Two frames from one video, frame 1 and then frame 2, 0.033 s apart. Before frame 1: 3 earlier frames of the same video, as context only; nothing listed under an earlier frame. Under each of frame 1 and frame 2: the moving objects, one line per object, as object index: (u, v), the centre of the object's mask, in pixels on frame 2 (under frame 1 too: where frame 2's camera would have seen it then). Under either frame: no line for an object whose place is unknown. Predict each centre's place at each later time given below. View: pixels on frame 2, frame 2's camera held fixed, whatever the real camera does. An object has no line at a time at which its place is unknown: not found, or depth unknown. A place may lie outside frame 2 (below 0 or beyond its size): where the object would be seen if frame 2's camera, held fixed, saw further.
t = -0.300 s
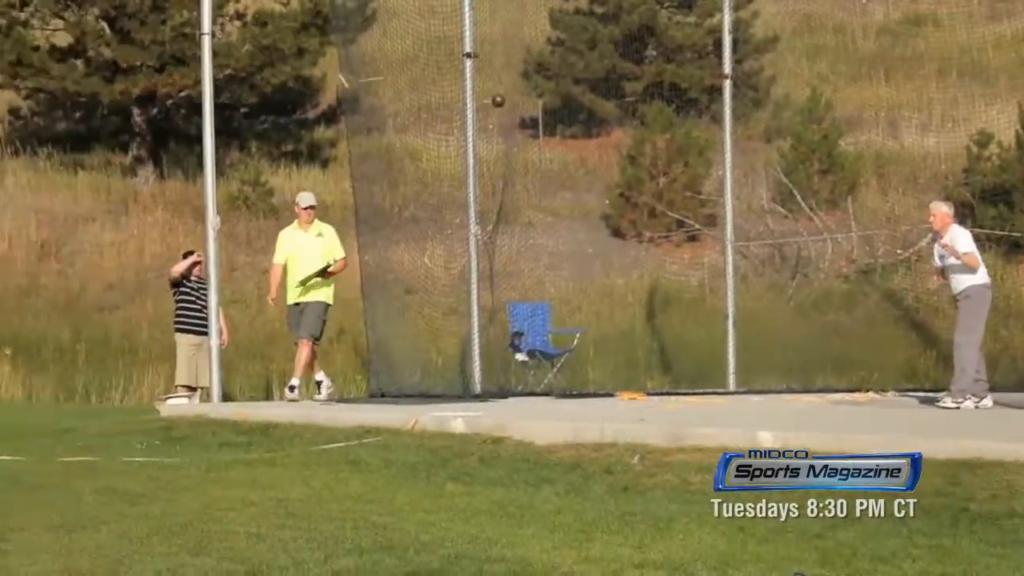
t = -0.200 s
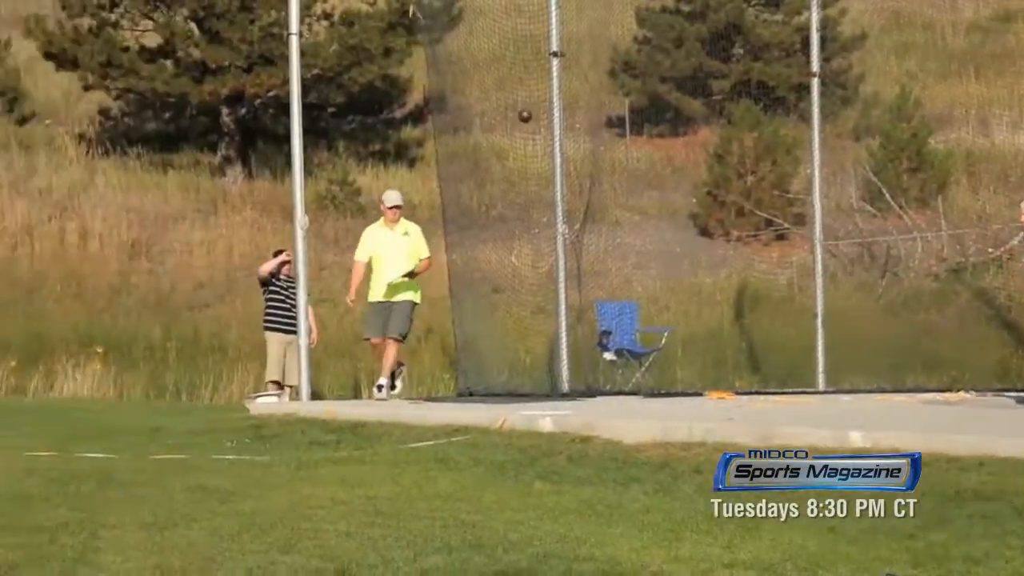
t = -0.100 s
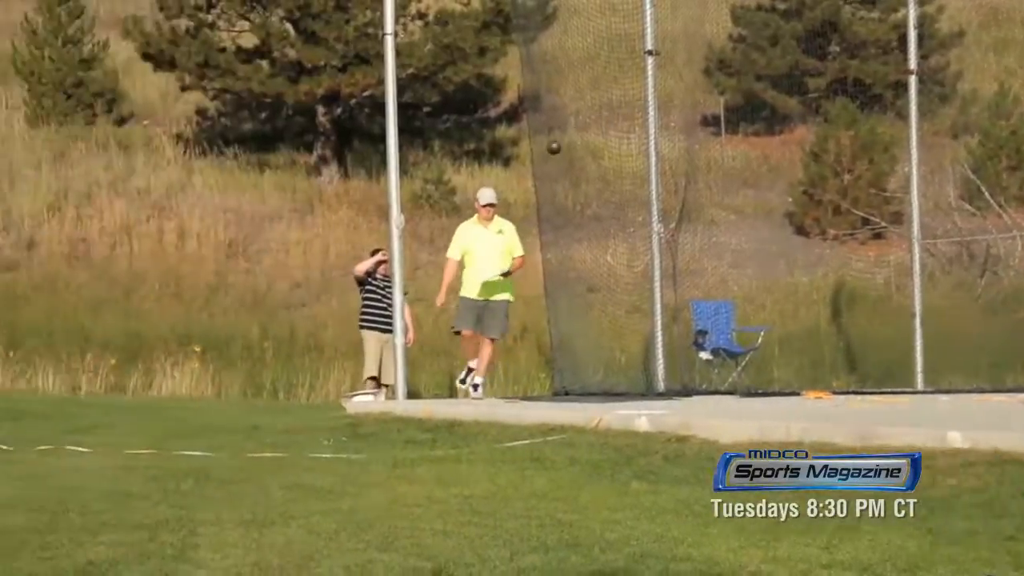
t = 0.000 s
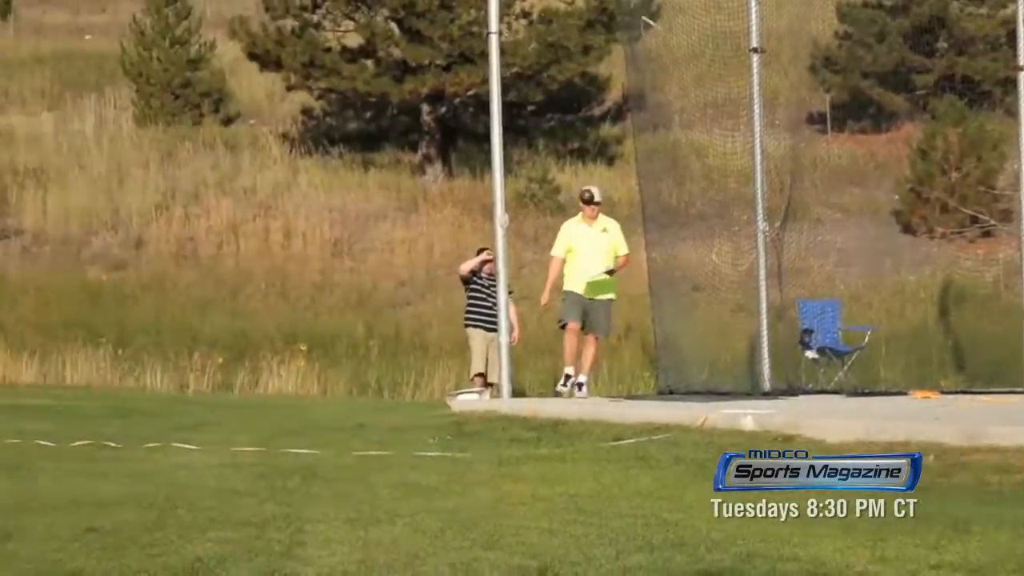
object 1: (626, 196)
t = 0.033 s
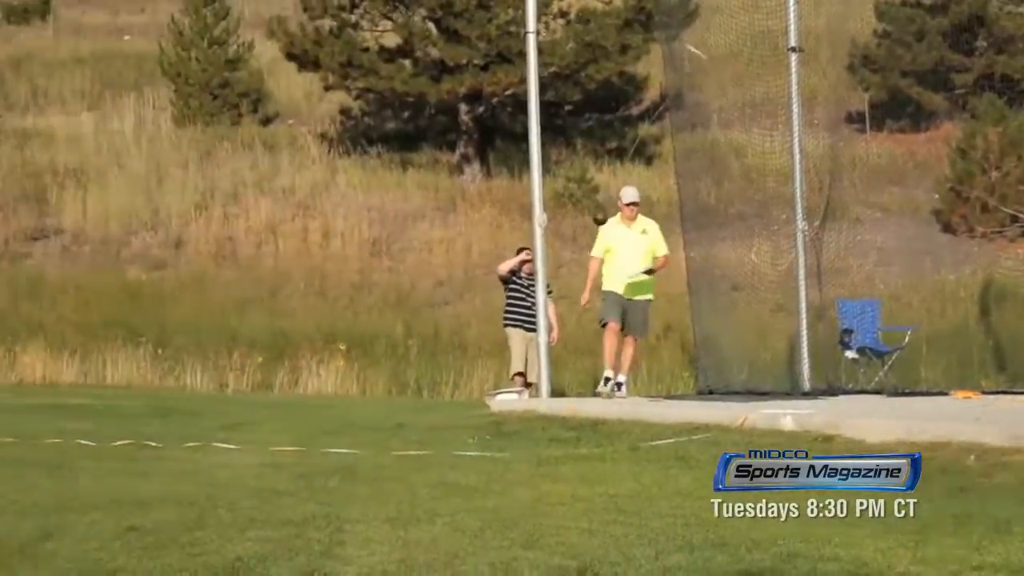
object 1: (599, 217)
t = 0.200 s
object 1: (471, 366)
